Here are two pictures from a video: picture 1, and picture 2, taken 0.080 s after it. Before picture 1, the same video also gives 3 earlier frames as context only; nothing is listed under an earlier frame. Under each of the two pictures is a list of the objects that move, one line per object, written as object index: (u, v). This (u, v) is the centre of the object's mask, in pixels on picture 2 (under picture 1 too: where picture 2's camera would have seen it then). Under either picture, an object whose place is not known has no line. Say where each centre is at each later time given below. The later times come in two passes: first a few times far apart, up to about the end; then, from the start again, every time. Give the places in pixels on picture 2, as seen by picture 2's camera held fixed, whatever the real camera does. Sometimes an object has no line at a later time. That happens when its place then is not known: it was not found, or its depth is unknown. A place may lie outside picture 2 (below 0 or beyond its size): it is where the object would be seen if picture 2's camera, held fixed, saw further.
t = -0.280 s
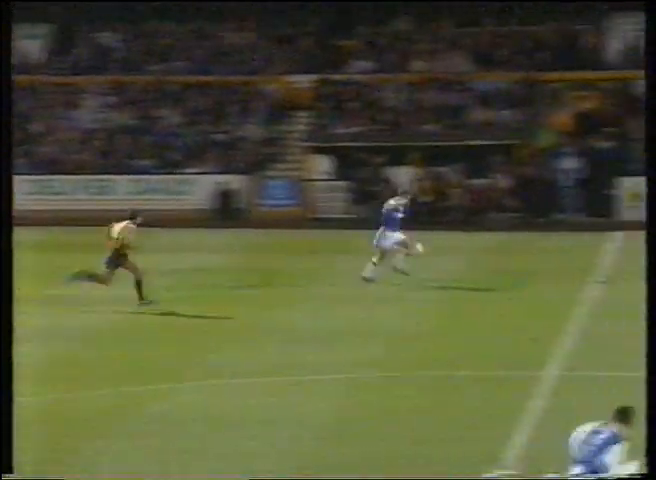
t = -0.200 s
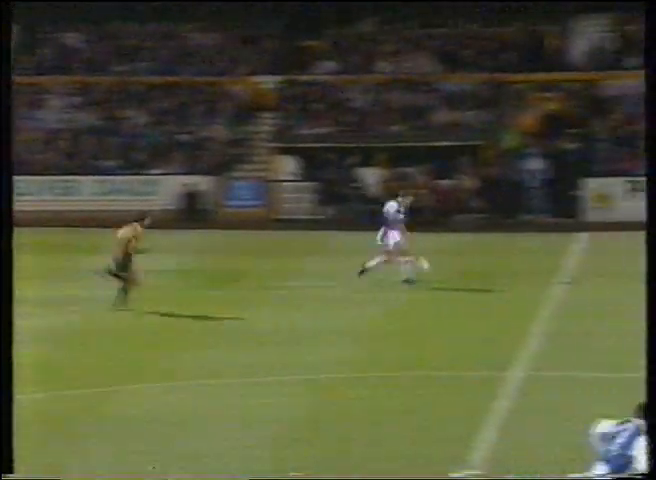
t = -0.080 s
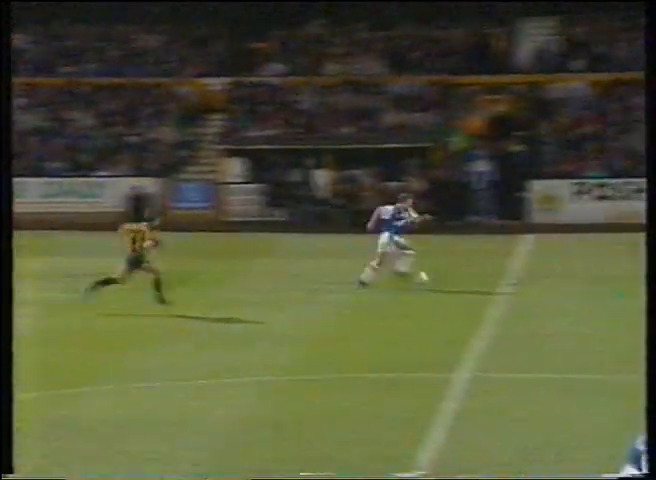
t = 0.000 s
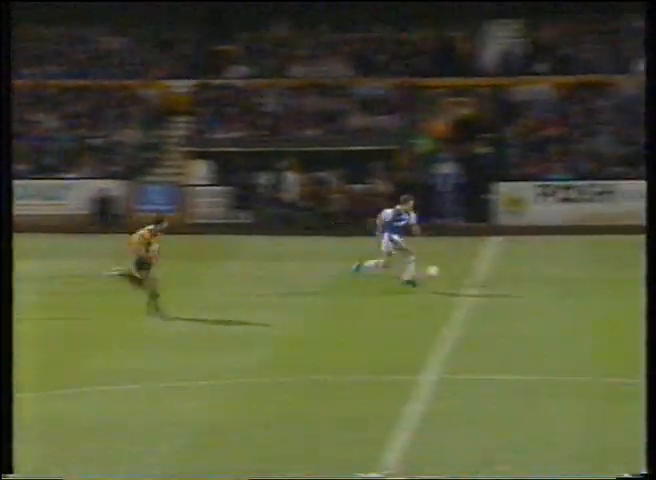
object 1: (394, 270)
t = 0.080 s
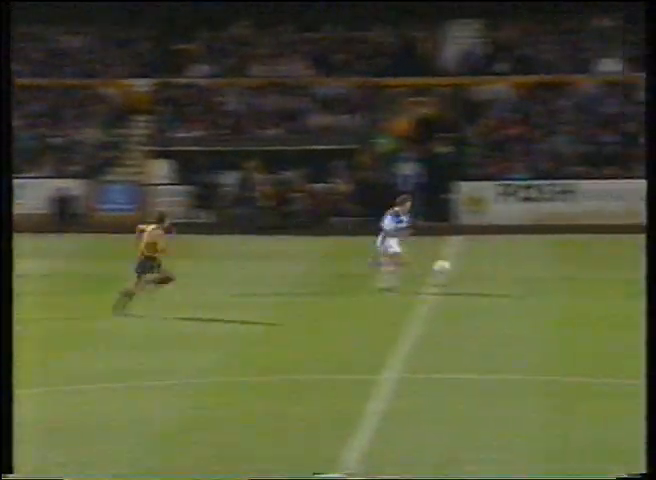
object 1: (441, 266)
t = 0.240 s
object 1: (542, 272)
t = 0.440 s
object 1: (664, 283)
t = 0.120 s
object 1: (468, 266)
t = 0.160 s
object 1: (493, 267)
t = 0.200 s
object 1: (518, 269)
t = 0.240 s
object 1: (542, 272)
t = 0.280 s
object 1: (568, 276)
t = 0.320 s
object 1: (595, 282)
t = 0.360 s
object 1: (620, 287)
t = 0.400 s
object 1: (642, 285)
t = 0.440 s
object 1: (664, 283)
